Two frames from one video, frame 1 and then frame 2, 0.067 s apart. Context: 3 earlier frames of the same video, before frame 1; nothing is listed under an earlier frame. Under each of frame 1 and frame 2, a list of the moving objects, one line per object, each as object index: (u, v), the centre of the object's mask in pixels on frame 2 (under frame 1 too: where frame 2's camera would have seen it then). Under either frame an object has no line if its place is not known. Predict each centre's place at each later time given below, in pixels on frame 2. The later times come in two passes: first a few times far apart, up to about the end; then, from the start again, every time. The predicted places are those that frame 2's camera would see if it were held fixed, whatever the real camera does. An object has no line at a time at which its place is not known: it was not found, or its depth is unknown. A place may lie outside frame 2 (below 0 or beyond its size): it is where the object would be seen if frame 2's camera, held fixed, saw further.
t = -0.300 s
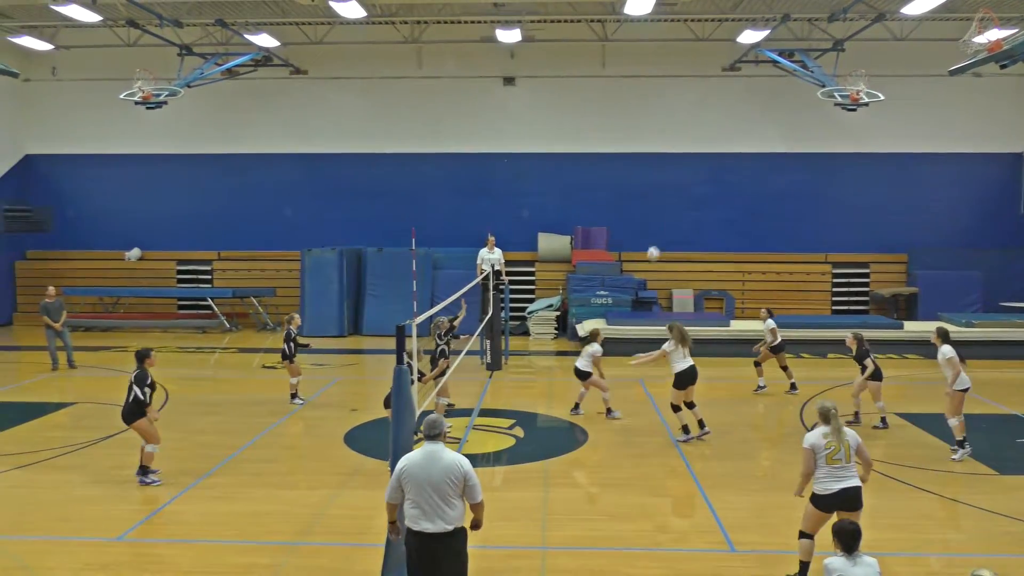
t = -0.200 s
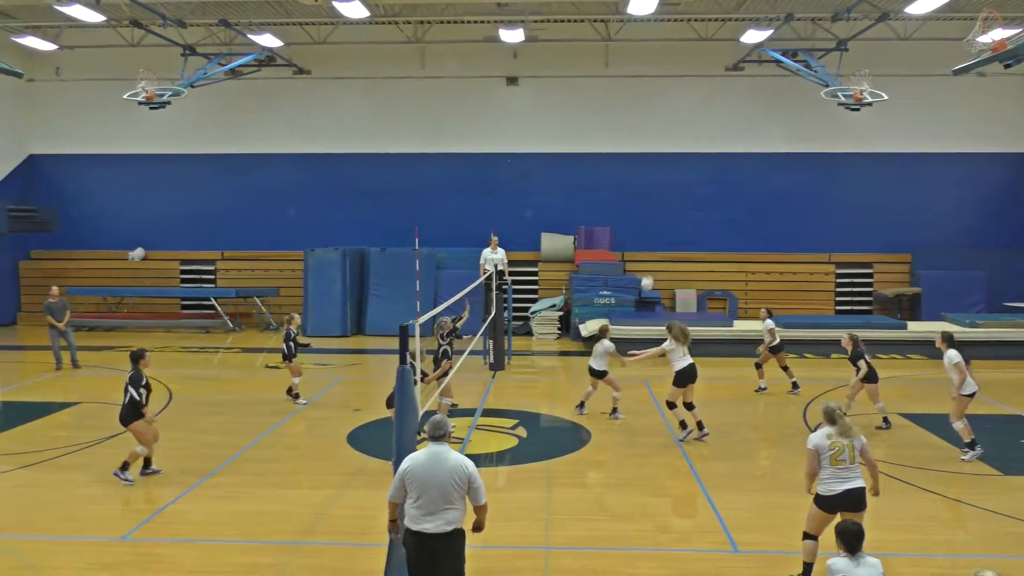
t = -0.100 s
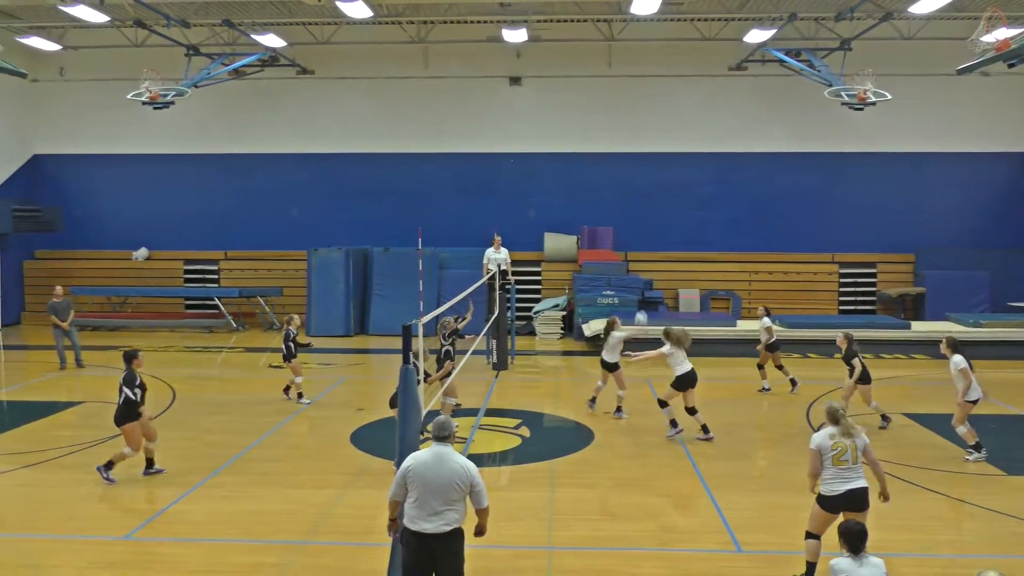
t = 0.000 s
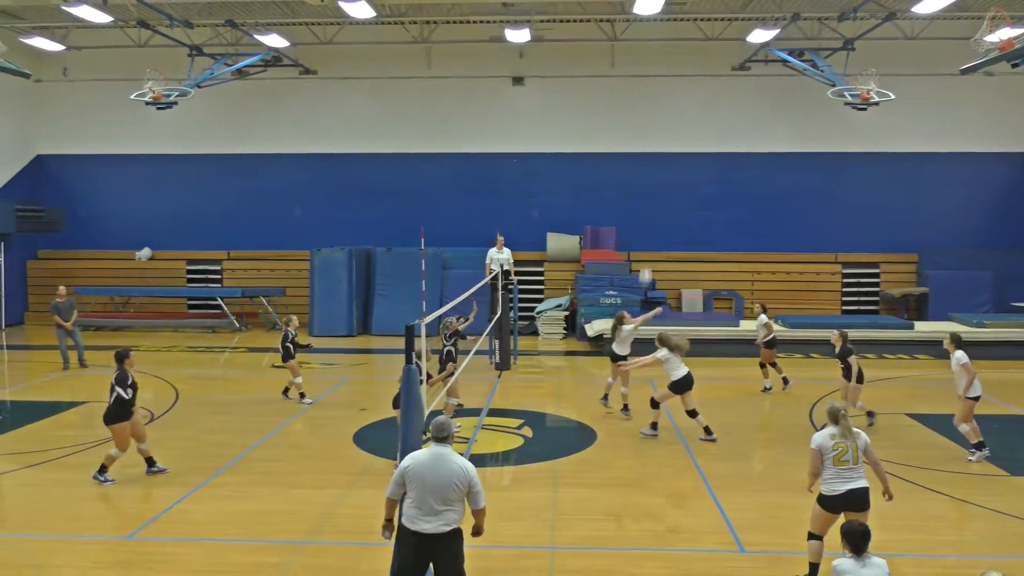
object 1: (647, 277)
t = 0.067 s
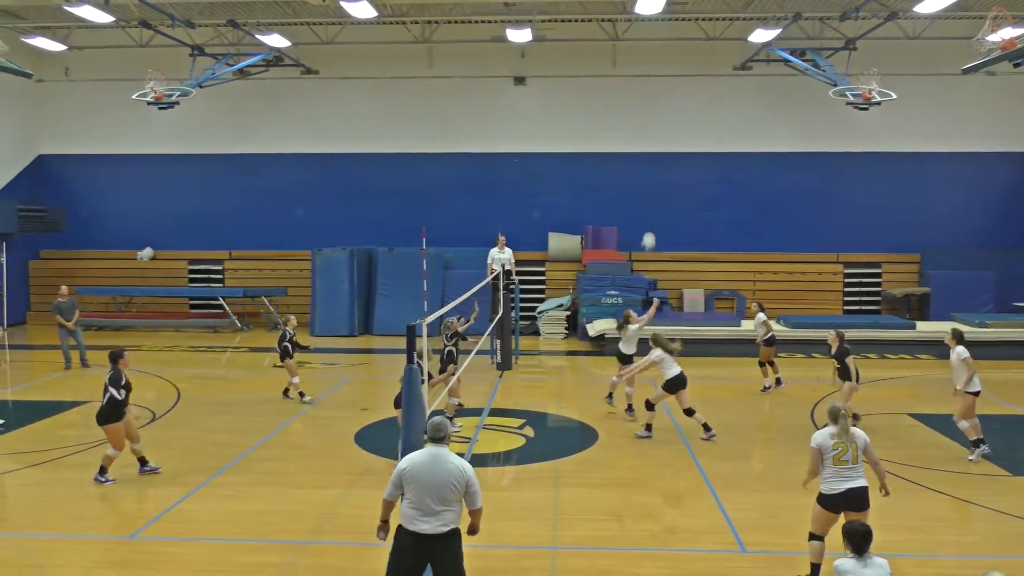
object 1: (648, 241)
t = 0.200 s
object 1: (652, 179)
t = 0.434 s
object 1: (658, 90)
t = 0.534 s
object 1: (660, 62)
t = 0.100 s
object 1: (650, 225)
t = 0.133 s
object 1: (651, 209)
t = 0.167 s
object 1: (651, 194)
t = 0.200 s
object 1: (652, 179)
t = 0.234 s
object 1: (653, 165)
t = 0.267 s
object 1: (654, 151)
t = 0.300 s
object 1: (655, 137)
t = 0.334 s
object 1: (656, 124)
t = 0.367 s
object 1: (657, 112)
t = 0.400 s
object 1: (658, 100)
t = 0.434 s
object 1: (658, 90)
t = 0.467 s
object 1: (659, 80)
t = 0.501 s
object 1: (660, 71)
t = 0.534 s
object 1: (660, 62)
